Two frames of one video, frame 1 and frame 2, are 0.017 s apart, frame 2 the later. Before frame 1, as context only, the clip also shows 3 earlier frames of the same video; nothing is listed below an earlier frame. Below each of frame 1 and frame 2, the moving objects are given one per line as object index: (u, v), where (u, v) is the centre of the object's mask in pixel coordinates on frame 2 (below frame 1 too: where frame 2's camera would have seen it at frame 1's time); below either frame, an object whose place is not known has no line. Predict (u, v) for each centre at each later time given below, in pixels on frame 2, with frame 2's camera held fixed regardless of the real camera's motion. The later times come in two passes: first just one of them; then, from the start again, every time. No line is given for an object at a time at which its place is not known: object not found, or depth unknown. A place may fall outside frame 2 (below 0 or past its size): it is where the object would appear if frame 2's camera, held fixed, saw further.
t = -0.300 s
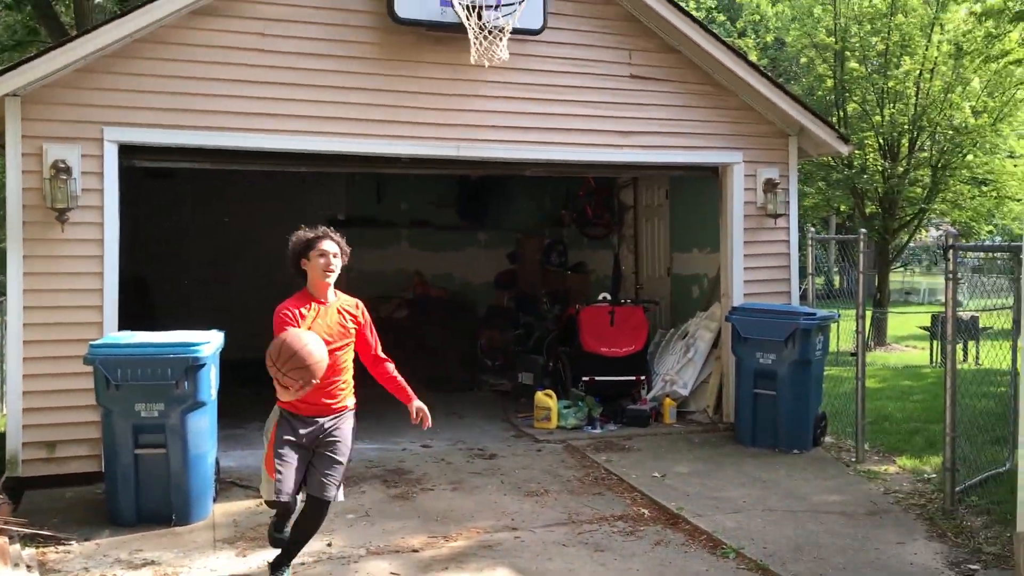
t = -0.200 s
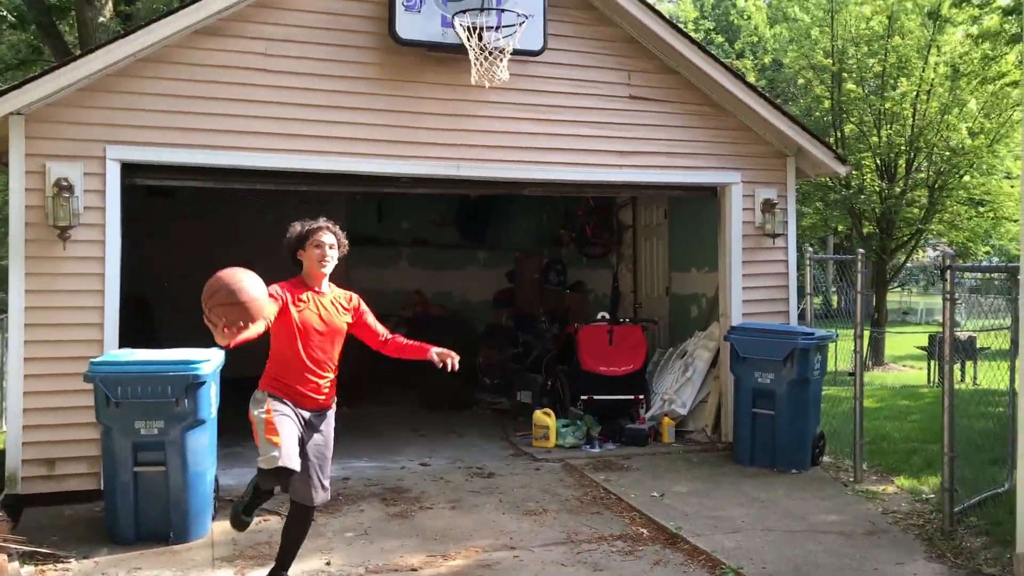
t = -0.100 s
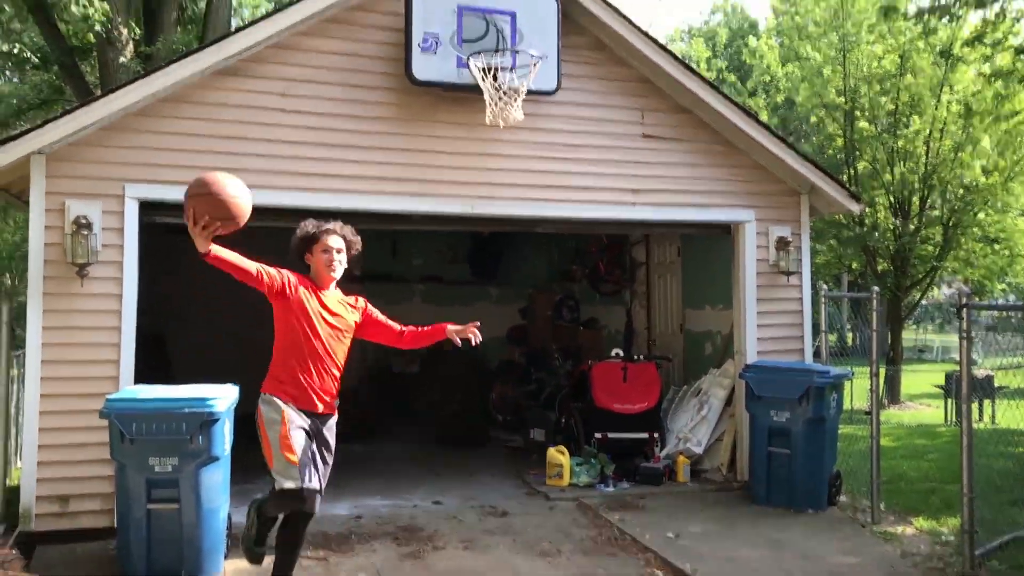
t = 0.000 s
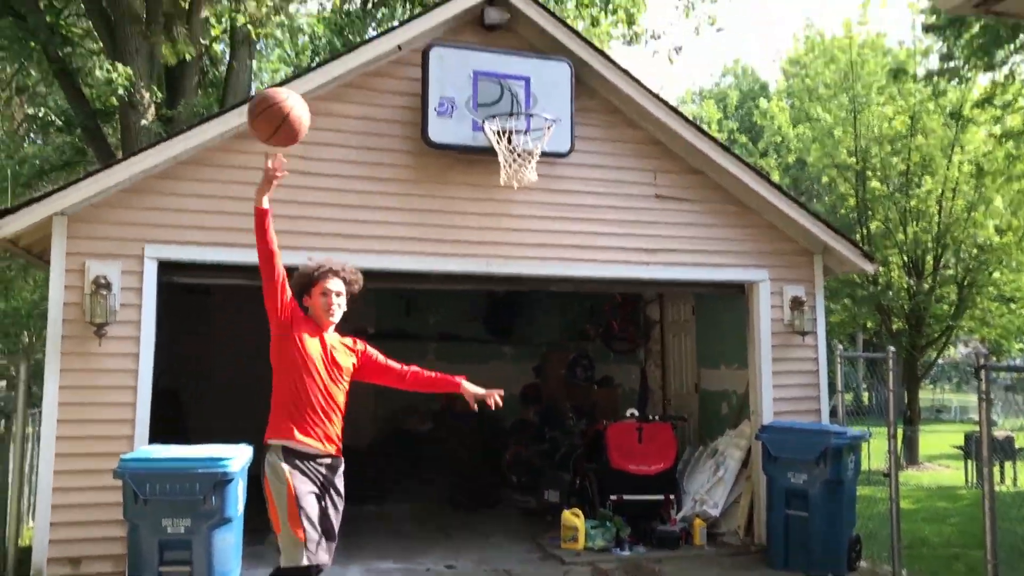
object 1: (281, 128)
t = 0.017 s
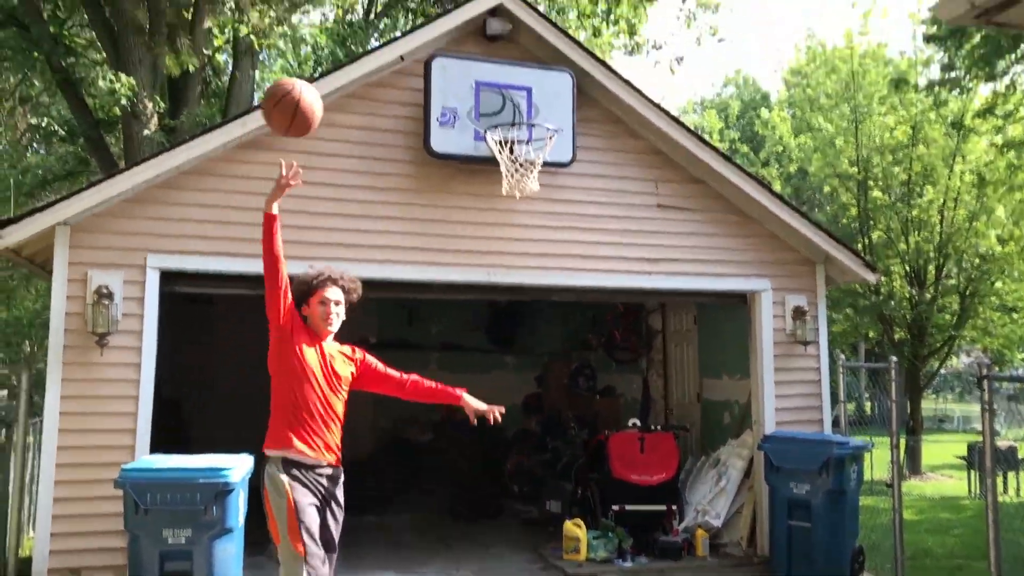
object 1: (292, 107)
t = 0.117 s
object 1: (354, 10)
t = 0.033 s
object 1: (303, 88)
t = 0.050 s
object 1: (313, 70)
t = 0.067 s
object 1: (323, 53)
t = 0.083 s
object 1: (333, 38)
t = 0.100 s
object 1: (345, 25)
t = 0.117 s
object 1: (354, 10)
